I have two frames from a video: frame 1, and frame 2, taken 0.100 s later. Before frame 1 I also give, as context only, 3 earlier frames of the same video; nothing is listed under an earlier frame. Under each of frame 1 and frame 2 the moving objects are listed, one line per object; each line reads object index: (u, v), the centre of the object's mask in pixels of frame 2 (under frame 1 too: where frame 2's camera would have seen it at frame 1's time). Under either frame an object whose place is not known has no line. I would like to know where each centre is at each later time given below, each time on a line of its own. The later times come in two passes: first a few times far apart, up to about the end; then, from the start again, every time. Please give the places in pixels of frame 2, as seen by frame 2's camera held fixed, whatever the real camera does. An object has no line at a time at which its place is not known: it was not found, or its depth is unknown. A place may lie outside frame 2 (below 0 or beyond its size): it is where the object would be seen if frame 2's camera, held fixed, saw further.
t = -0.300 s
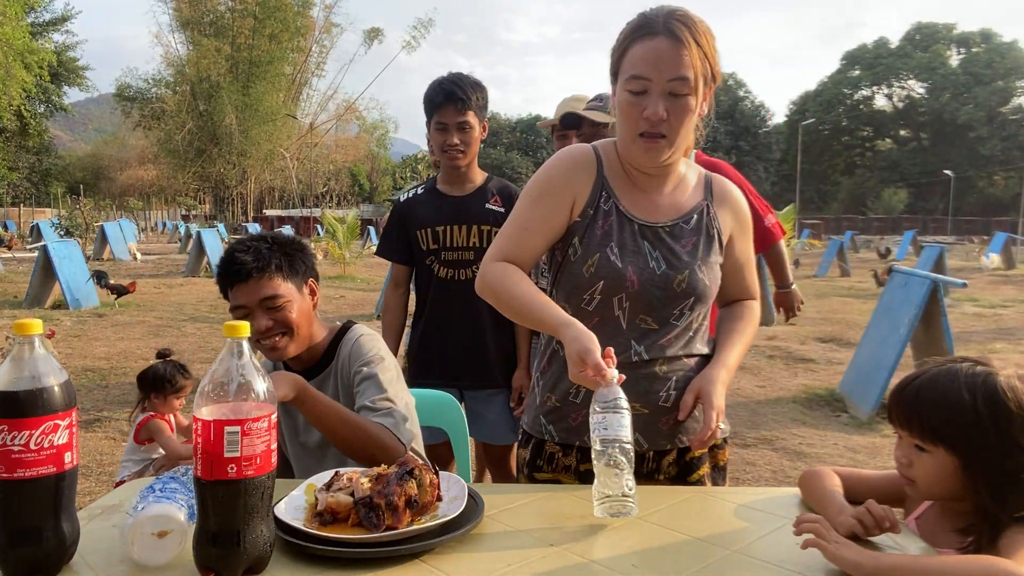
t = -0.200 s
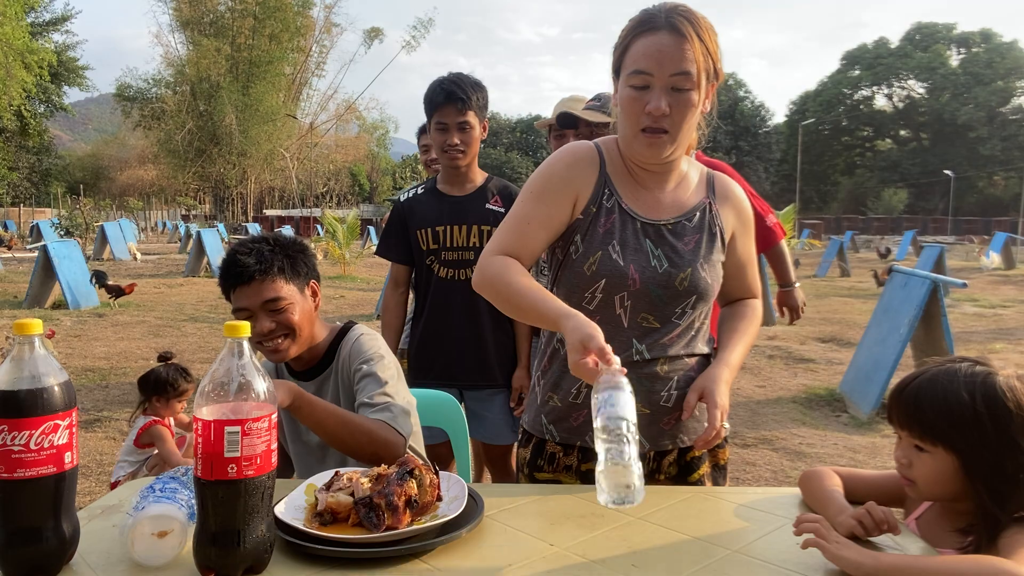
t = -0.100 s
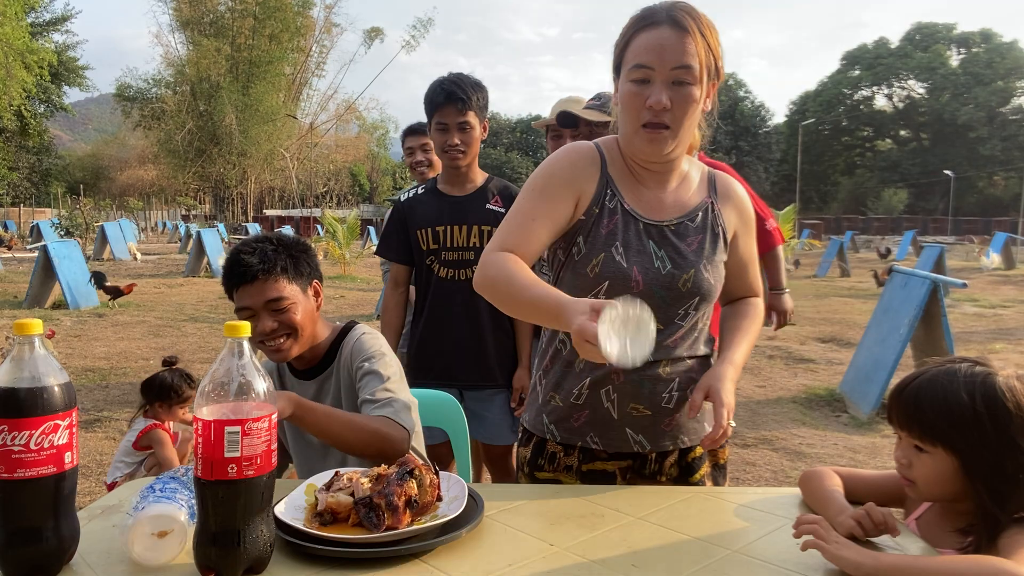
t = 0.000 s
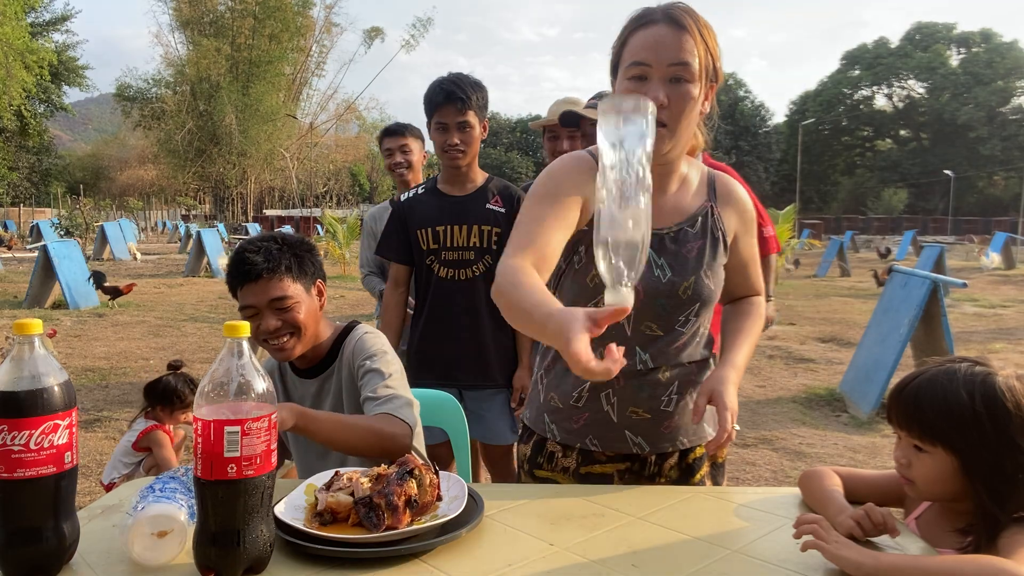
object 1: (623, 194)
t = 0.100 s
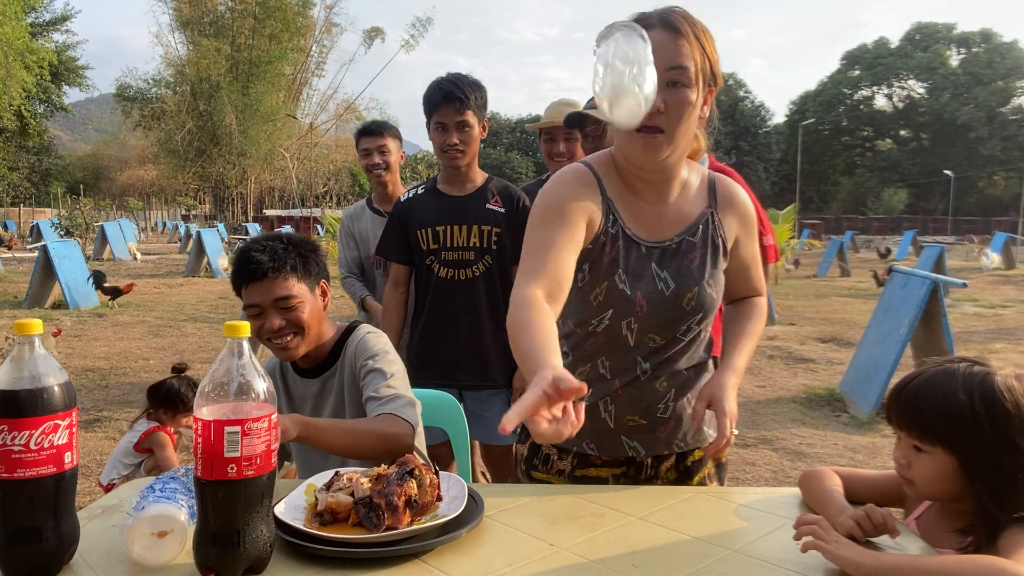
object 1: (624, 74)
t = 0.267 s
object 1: (611, 100)
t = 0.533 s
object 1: (591, 537)
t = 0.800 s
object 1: (590, 558)
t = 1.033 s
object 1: (579, 558)
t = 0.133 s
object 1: (625, 52)
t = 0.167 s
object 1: (621, 48)
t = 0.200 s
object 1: (618, 59)
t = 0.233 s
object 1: (615, 76)
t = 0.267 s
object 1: (611, 100)
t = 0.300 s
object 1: (607, 142)
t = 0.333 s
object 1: (604, 198)
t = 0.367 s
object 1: (601, 264)
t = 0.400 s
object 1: (599, 338)
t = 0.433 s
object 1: (595, 420)
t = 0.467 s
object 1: (592, 494)
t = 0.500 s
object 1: (592, 518)
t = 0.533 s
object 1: (591, 537)
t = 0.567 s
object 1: (594, 556)
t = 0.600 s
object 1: (595, 560)
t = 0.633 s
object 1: (593, 559)
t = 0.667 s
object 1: (593, 558)
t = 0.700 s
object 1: (592, 558)
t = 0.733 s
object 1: (591, 558)
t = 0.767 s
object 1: (591, 558)
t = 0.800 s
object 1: (590, 558)
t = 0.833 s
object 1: (589, 558)
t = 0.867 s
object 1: (588, 558)
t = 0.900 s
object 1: (586, 558)
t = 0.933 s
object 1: (585, 558)
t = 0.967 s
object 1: (584, 558)
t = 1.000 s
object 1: (582, 558)
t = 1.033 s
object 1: (579, 558)
